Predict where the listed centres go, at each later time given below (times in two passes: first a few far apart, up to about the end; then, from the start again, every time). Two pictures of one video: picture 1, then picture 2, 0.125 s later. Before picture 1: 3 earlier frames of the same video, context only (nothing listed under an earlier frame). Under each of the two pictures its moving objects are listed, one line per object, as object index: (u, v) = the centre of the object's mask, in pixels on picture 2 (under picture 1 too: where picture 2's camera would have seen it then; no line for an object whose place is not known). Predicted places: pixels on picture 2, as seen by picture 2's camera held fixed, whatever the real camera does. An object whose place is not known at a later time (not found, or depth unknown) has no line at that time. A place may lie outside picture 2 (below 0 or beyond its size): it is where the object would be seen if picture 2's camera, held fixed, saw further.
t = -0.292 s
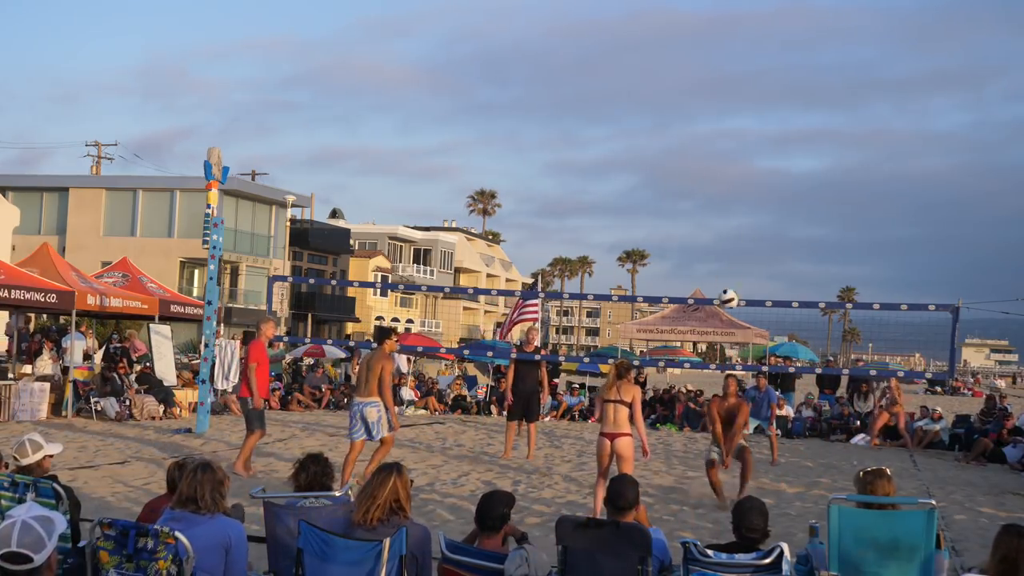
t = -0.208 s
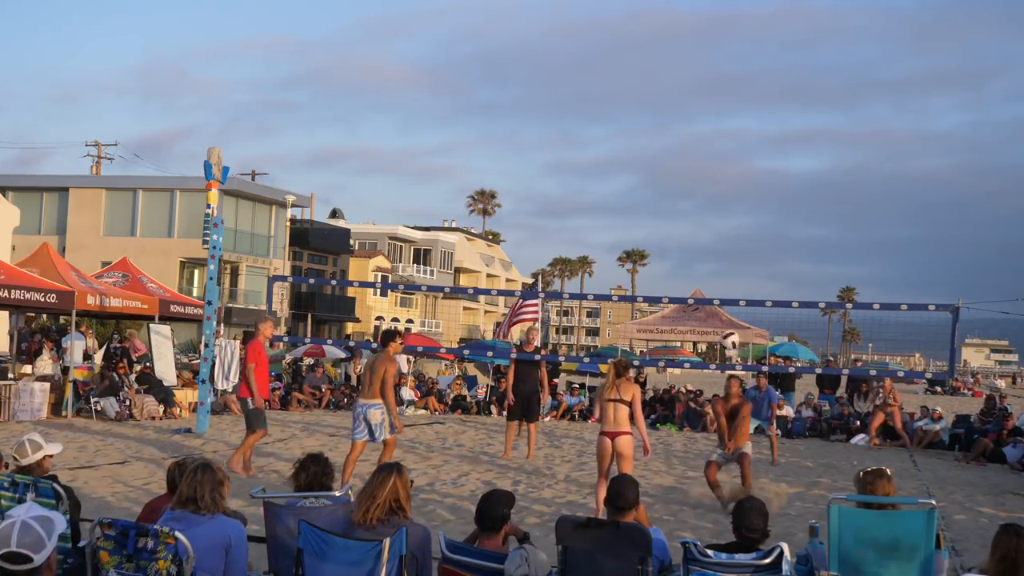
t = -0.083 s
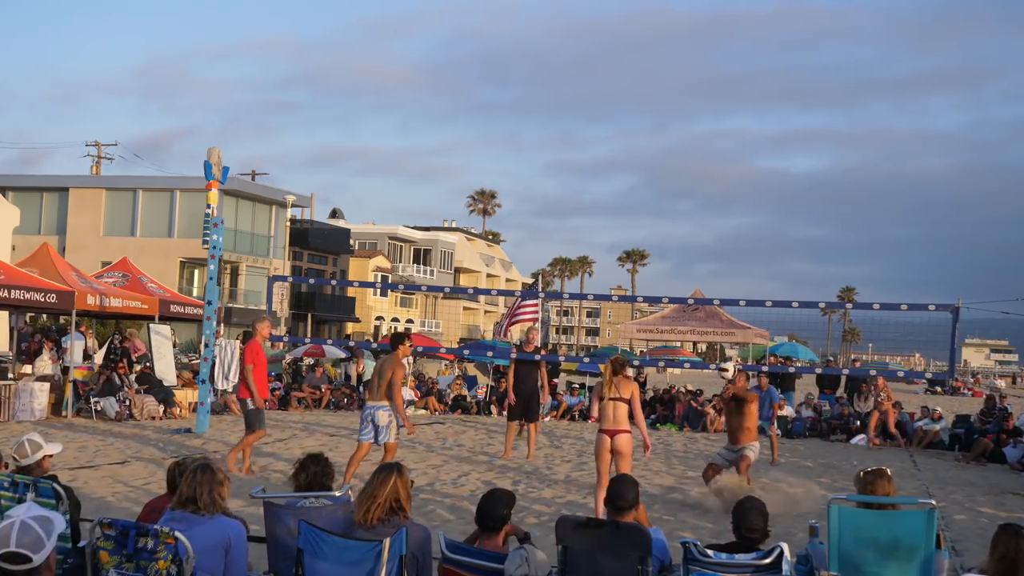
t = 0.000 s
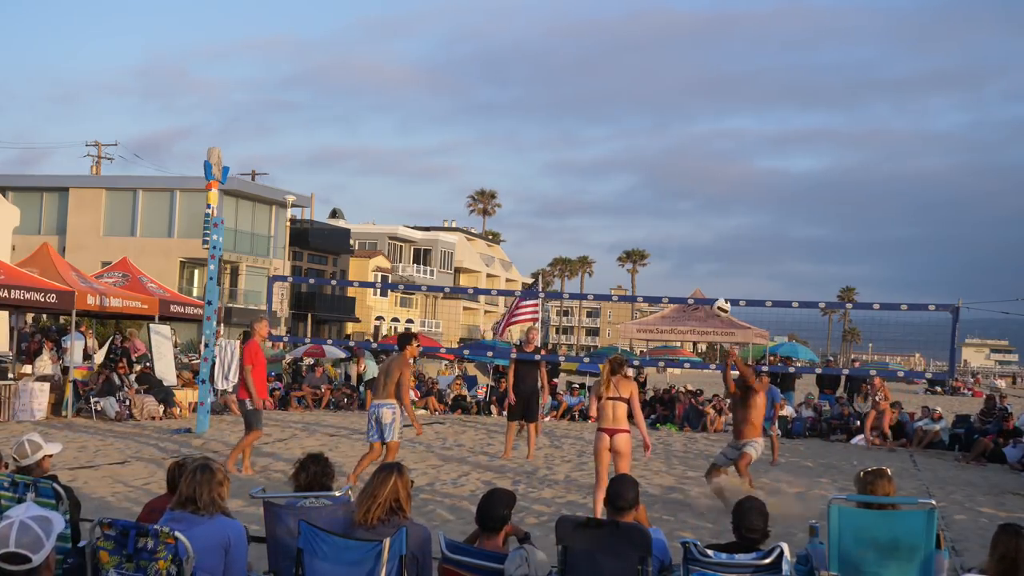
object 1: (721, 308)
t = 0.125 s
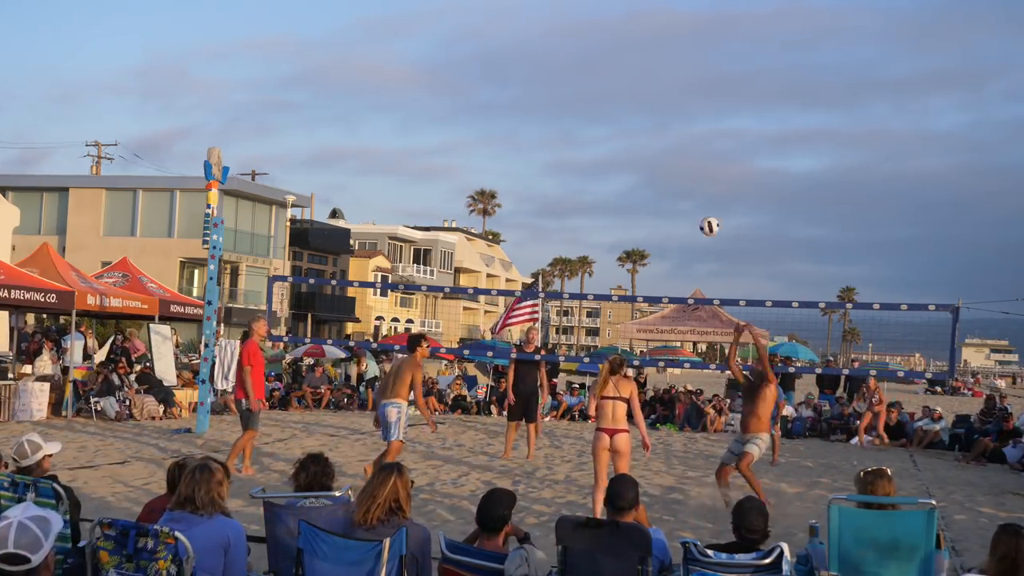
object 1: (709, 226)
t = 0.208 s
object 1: (701, 181)
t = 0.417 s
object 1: (678, 98)
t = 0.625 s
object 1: (652, 54)
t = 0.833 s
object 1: (623, 48)
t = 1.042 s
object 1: (594, 78)
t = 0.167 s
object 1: (705, 203)
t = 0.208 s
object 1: (701, 181)
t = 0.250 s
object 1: (697, 161)
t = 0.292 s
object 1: (692, 143)
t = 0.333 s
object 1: (688, 127)
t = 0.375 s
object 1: (683, 111)
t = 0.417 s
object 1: (678, 98)
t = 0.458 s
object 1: (673, 86)
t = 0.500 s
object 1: (668, 76)
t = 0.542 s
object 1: (663, 68)
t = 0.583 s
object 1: (657, 60)
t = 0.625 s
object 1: (652, 54)
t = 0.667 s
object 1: (647, 50)
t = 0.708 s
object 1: (641, 48)
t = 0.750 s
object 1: (635, 46)
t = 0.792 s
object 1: (629, 47)
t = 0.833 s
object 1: (623, 48)
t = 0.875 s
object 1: (618, 51)
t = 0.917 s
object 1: (611, 56)
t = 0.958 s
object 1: (606, 62)
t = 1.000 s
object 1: (600, 69)
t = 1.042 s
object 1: (594, 78)
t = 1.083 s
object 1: (588, 88)
